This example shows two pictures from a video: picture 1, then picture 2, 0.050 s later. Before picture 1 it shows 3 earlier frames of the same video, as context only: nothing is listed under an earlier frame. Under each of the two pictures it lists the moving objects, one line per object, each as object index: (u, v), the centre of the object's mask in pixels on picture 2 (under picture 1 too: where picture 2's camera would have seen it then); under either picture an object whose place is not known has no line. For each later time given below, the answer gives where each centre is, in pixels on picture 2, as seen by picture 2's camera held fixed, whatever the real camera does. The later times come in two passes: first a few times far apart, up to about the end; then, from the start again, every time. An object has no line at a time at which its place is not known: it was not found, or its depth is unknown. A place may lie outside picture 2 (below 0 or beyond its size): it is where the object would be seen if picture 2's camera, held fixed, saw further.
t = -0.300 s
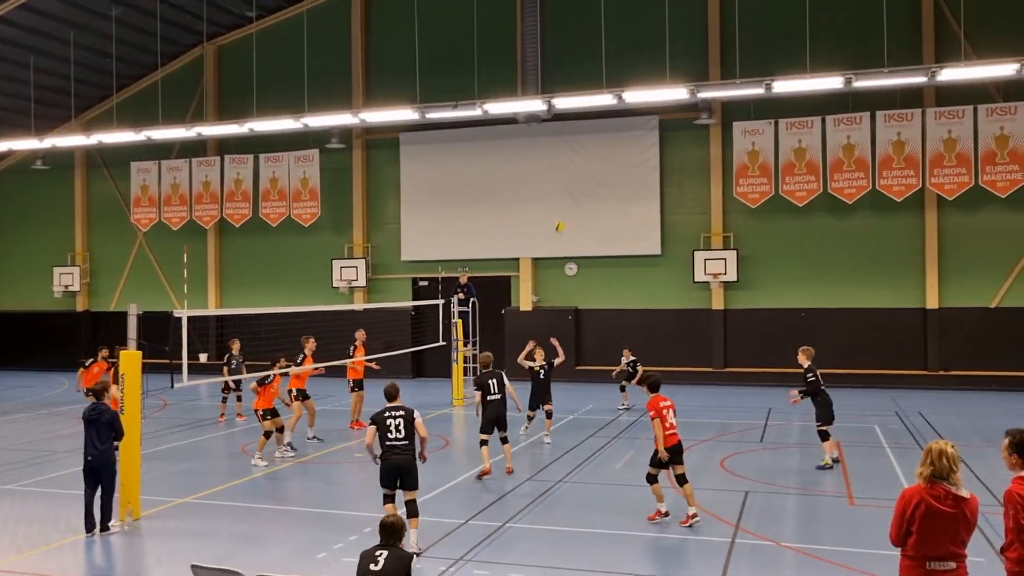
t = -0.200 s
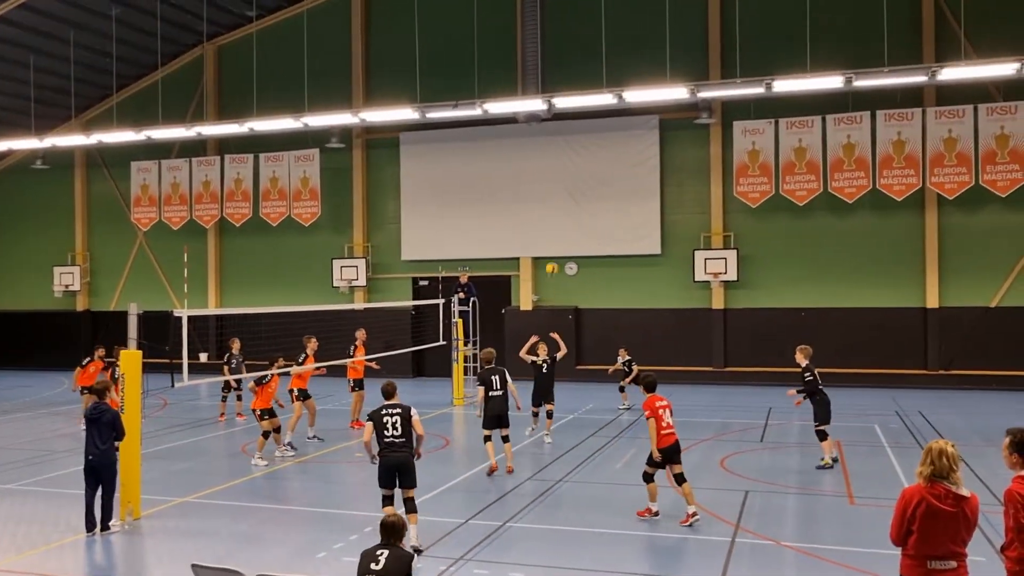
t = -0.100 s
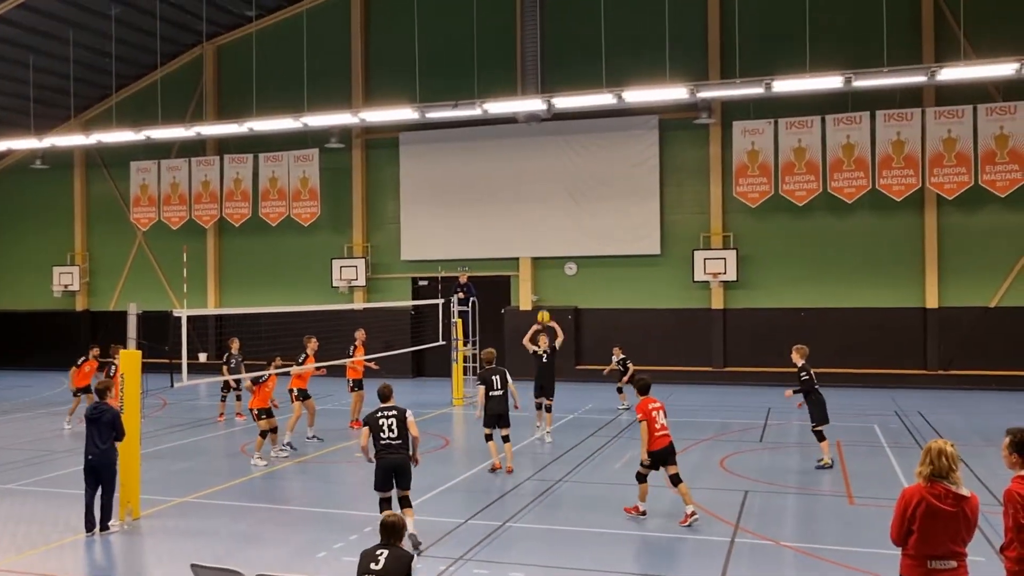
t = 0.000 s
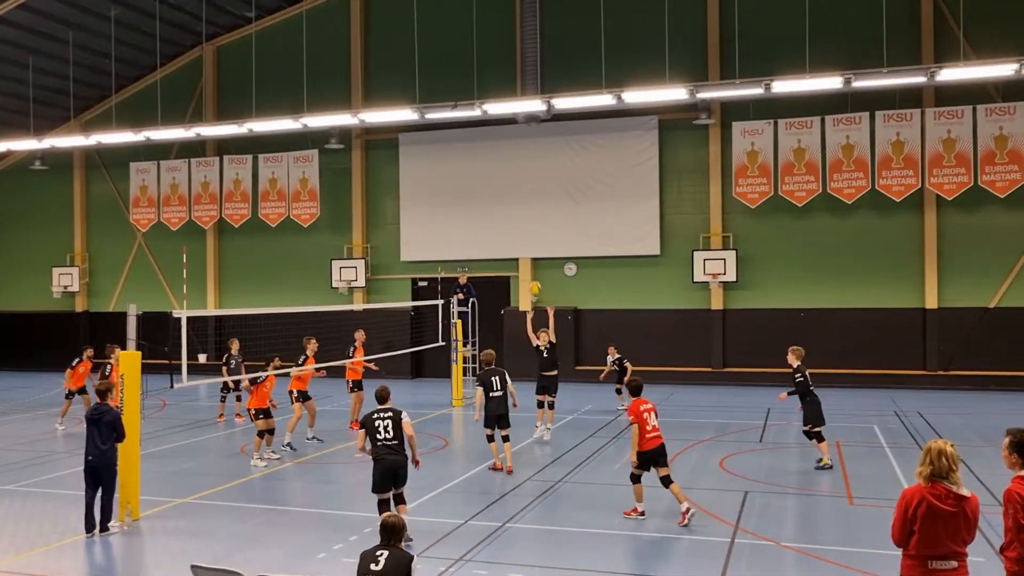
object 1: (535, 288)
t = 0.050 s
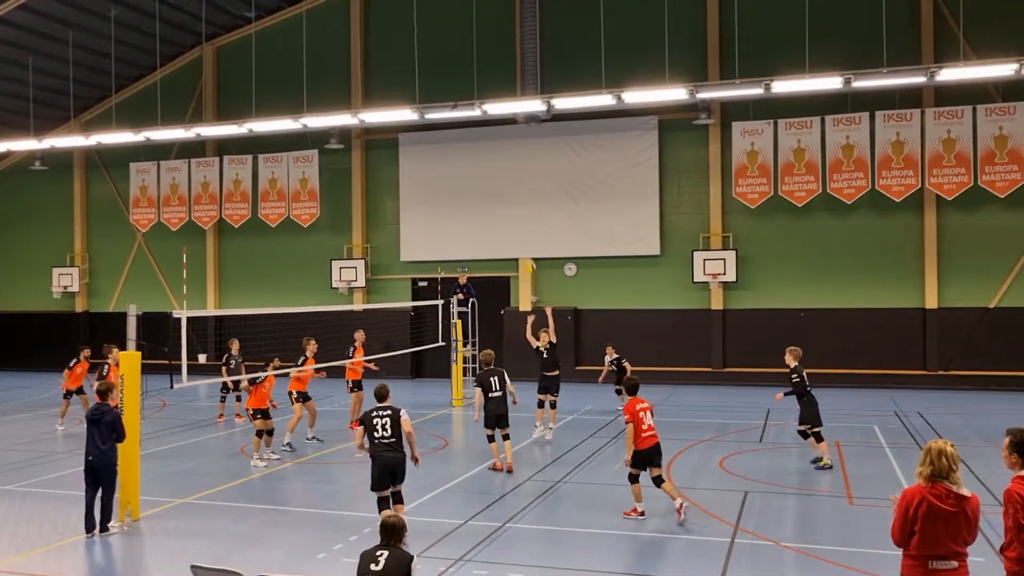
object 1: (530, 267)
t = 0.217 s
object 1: (514, 206)
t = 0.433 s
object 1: (496, 150)
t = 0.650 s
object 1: (477, 121)
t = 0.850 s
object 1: (461, 119)
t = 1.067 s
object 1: (442, 146)
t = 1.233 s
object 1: (426, 190)
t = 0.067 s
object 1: (528, 261)
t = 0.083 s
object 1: (526, 254)
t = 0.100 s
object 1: (524, 247)
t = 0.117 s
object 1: (523, 241)
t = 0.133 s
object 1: (521, 234)
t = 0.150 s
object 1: (519, 228)
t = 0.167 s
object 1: (518, 222)
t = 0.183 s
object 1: (517, 217)
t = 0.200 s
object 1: (516, 212)
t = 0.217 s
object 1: (514, 206)
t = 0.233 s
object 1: (512, 201)
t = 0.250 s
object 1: (511, 196)
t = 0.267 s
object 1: (509, 191)
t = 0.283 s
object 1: (509, 186)
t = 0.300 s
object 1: (507, 181)
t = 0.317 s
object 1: (505, 177)
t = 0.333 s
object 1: (504, 172)
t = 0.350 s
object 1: (502, 169)
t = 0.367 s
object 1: (501, 165)
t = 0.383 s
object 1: (499, 161)
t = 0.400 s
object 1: (498, 157)
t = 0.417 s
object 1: (497, 153)
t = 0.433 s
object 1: (496, 150)
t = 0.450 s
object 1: (494, 147)
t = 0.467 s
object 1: (493, 144)
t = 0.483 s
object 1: (491, 141)
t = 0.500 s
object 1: (489, 138)
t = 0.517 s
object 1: (489, 135)
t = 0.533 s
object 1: (487, 133)
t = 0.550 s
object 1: (486, 130)
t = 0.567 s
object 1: (485, 128)
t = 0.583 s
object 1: (483, 126)
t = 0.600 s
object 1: (482, 124)
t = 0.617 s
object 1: (480, 123)
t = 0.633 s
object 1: (479, 122)
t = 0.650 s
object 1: (477, 121)
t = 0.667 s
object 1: (477, 121)
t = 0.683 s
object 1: (475, 120)
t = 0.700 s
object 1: (474, 118)
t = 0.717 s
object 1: (472, 118)
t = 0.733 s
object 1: (471, 117)
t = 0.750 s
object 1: (470, 117)
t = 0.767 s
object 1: (468, 117)
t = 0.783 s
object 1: (466, 117)
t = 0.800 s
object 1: (465, 117)
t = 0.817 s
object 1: (464, 118)
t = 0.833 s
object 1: (462, 118)
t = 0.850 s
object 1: (461, 119)
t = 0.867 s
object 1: (459, 120)
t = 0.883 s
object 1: (458, 121)
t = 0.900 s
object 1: (457, 122)
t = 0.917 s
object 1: (455, 123)
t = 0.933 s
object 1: (454, 126)
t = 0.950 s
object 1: (452, 127)
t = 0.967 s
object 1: (451, 129)
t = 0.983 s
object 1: (449, 131)
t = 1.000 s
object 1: (448, 134)
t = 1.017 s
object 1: (446, 137)
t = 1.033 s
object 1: (445, 140)
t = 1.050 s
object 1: (443, 143)
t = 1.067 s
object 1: (442, 146)
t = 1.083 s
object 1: (440, 150)
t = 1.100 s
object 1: (439, 153)
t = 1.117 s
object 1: (437, 157)
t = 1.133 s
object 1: (436, 161)
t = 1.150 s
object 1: (434, 165)
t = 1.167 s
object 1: (433, 170)
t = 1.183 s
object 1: (431, 175)
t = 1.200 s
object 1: (430, 180)
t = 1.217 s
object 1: (428, 185)
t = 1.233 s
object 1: (426, 190)
